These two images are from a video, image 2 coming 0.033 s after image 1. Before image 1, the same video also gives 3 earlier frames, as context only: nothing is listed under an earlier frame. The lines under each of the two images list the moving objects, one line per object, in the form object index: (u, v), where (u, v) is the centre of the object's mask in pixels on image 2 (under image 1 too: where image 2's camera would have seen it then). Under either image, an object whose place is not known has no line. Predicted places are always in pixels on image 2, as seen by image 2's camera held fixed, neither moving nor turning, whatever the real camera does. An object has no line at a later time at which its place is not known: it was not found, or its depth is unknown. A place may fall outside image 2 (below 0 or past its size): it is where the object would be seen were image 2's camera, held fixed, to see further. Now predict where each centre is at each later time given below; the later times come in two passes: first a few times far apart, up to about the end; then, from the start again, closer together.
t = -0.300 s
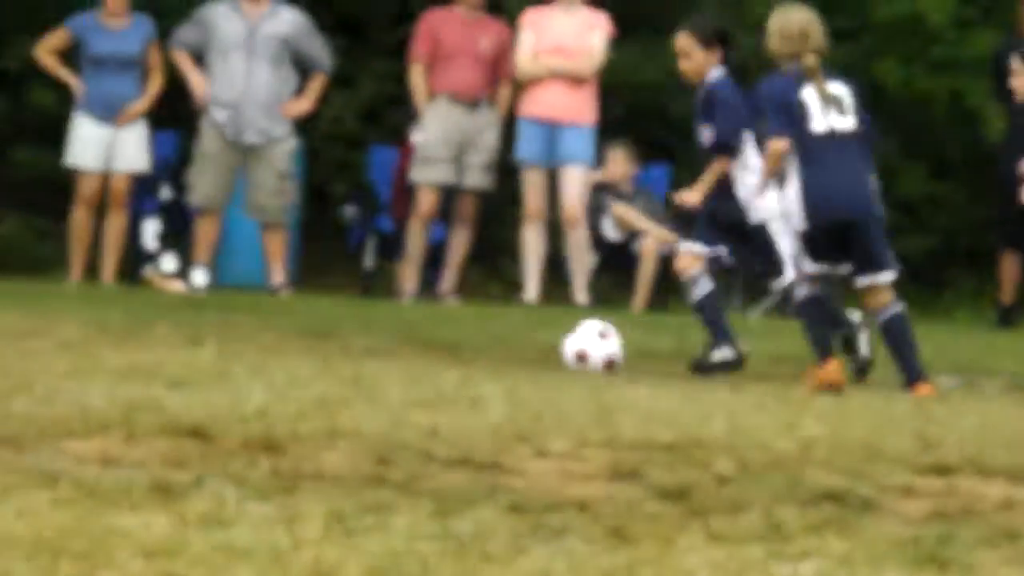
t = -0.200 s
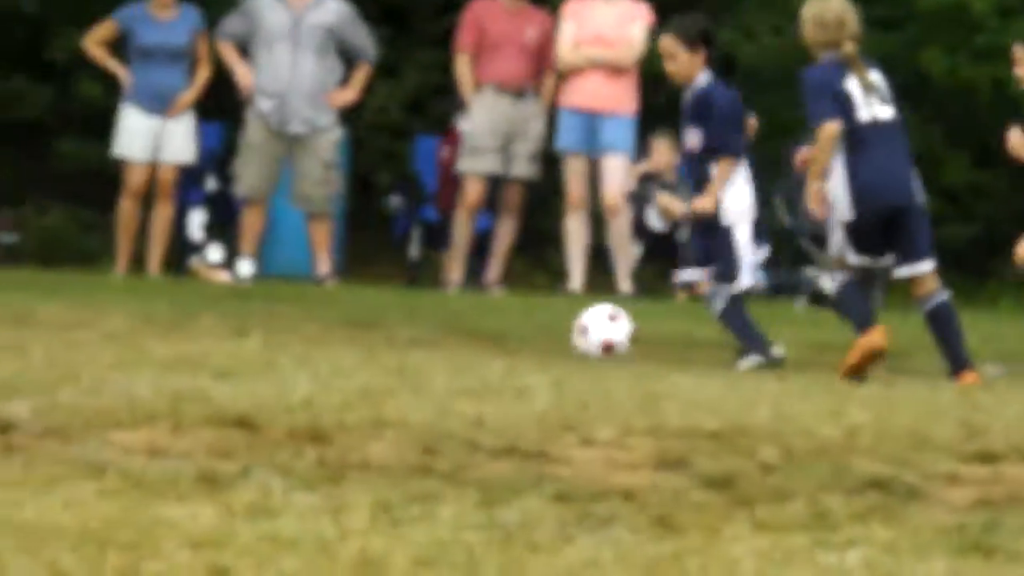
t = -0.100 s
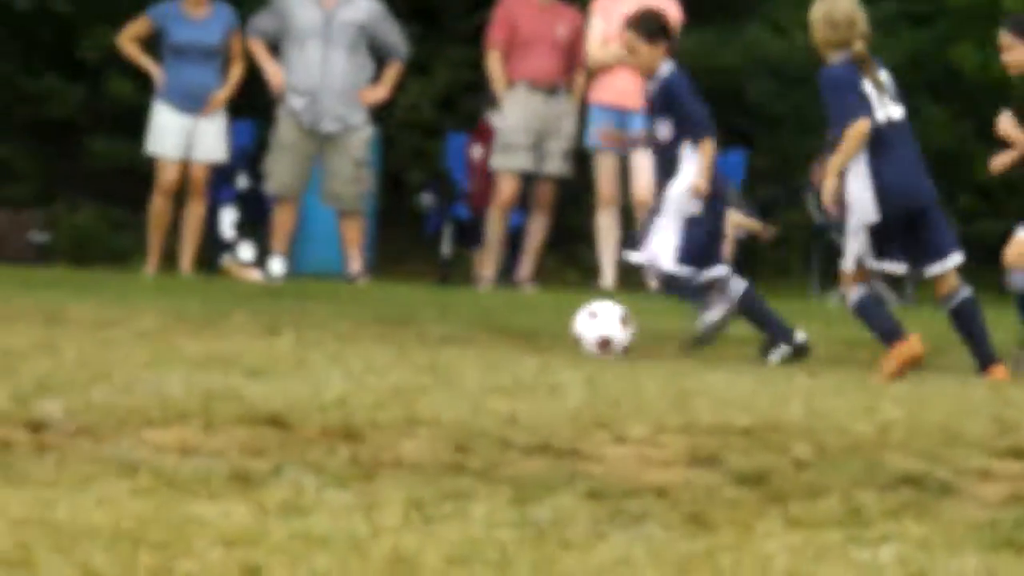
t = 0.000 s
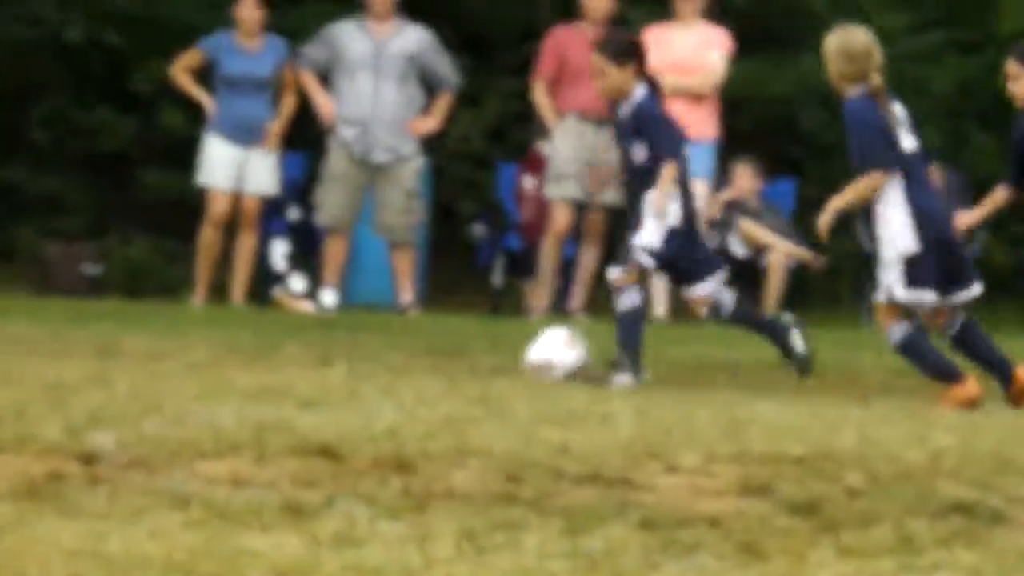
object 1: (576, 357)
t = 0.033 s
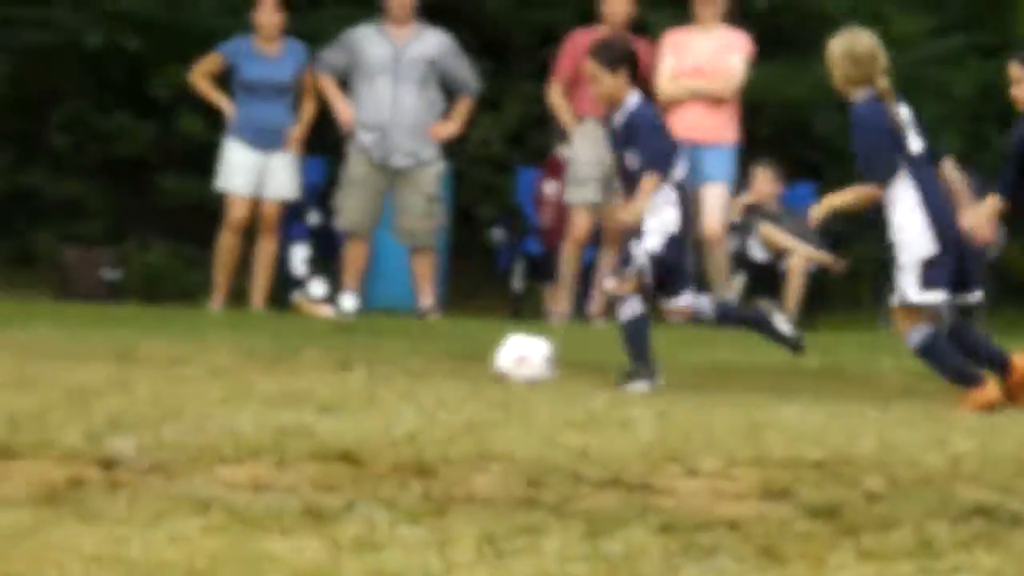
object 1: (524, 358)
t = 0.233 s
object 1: (268, 342)
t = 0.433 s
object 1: (60, 333)
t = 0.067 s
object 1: (480, 353)
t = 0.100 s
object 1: (435, 351)
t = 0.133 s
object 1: (389, 351)
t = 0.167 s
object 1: (344, 351)
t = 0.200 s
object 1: (305, 346)
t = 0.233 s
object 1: (268, 342)
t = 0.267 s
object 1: (228, 340)
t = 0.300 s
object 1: (188, 341)
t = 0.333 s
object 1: (157, 339)
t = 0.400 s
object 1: (93, 333)
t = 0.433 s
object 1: (60, 333)
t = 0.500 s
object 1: (1, 331)
